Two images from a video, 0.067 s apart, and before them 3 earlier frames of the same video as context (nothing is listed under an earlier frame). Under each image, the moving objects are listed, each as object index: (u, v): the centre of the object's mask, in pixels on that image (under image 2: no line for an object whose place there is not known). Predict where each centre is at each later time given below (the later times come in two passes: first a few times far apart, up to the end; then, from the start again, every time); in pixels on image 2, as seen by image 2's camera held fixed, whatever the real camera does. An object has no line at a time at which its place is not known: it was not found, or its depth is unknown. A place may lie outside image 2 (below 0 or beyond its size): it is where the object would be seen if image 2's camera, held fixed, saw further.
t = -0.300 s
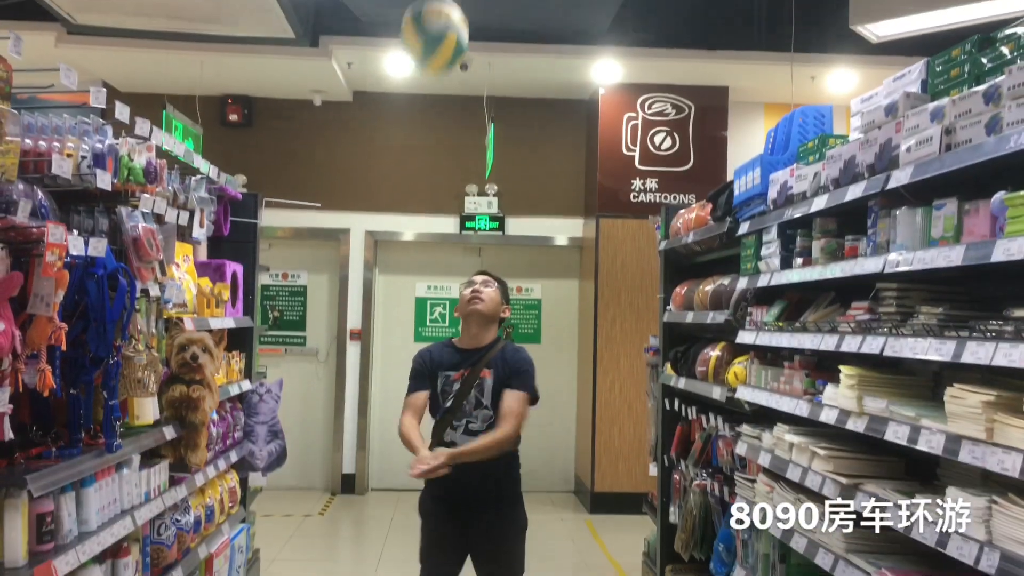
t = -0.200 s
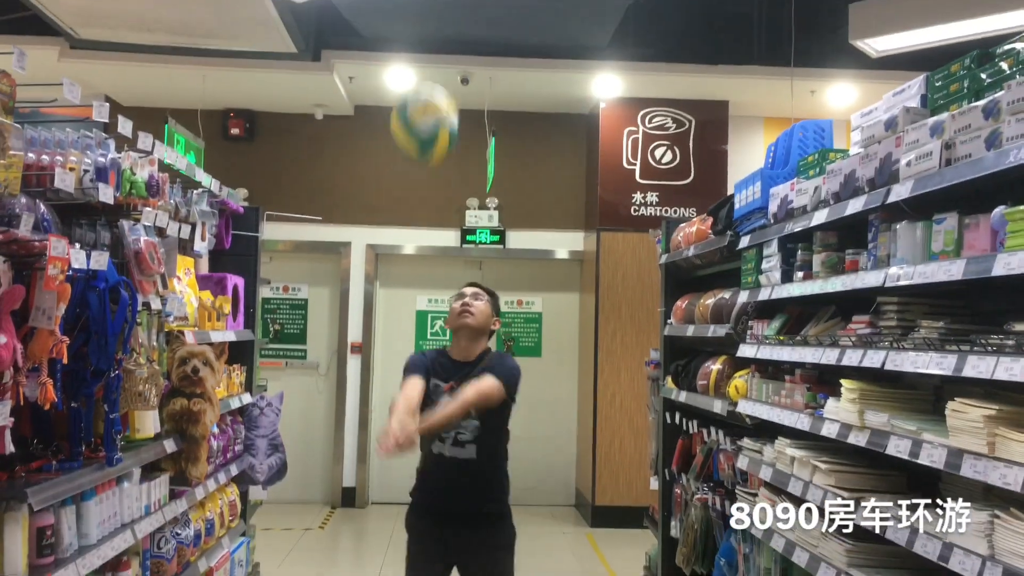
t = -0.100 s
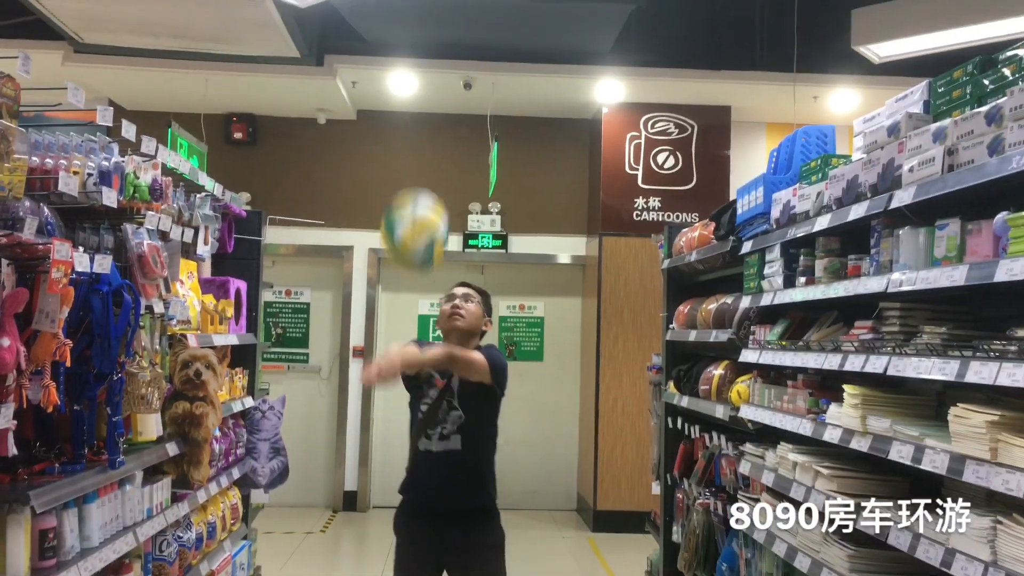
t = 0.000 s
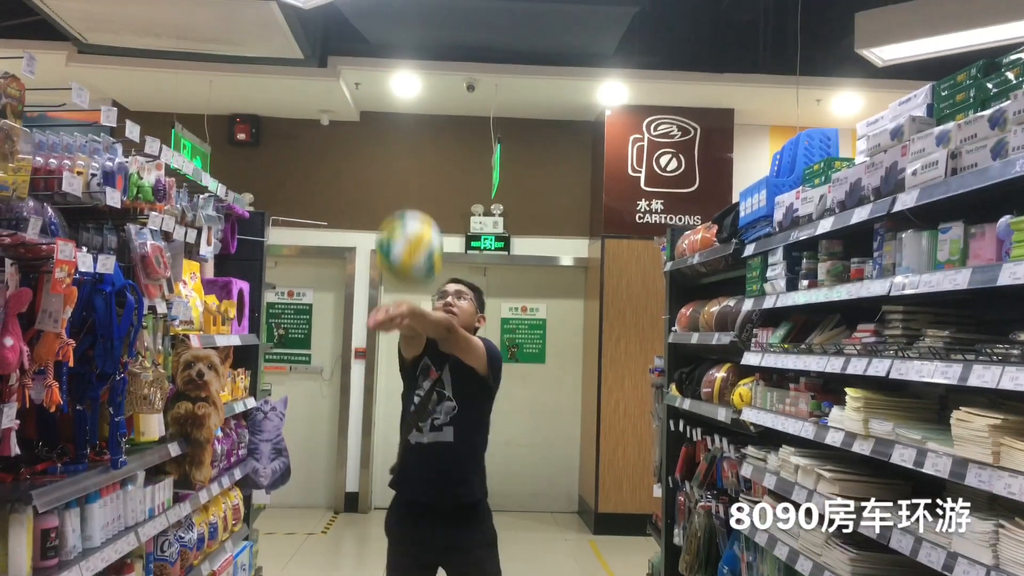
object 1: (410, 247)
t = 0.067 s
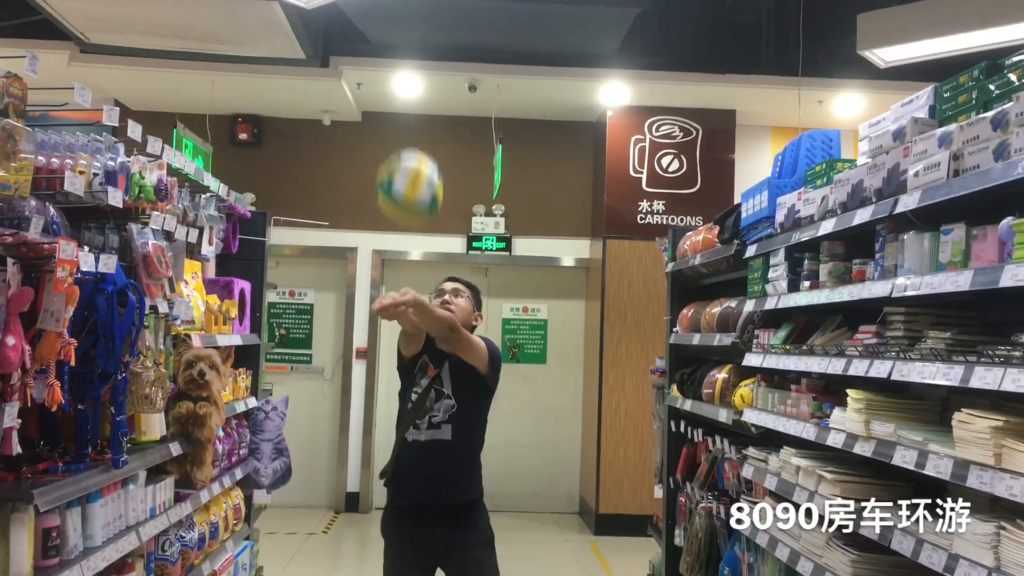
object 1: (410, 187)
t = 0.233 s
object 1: (403, 92)
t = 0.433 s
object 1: (392, 87)
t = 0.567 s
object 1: (383, 146)
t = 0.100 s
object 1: (409, 160)
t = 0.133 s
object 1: (408, 138)
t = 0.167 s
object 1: (407, 121)
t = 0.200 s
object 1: (404, 104)
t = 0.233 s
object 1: (403, 92)
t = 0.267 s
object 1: (401, 83)
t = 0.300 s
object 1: (399, 77)
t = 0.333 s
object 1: (398, 75)
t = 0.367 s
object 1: (396, 75)
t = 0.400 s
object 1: (394, 78)
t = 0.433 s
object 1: (392, 87)
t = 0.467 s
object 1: (390, 98)
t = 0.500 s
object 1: (387, 114)
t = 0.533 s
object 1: (387, 130)
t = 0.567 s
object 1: (383, 146)
